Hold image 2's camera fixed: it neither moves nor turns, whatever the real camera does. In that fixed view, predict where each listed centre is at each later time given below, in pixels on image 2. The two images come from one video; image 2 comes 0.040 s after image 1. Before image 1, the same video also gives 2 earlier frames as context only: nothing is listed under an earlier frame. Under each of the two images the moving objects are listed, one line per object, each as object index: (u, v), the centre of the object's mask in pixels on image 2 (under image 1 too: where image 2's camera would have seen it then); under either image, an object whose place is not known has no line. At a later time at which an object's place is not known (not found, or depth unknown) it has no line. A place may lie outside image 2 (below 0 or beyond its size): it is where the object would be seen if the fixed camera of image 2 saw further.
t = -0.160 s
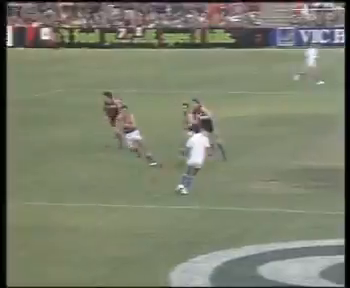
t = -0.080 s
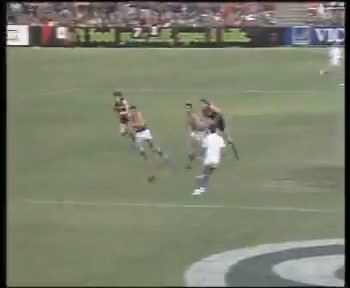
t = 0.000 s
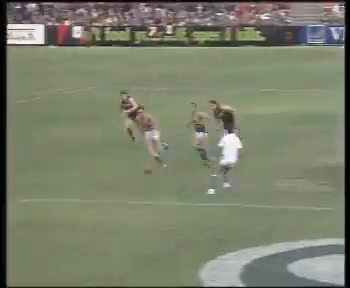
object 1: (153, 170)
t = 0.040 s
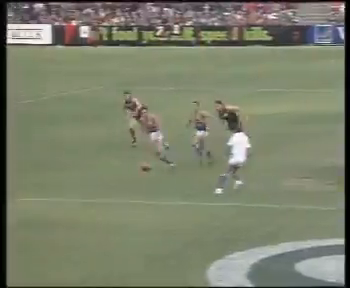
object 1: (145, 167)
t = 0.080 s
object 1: (139, 166)
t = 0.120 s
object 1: (132, 165)
